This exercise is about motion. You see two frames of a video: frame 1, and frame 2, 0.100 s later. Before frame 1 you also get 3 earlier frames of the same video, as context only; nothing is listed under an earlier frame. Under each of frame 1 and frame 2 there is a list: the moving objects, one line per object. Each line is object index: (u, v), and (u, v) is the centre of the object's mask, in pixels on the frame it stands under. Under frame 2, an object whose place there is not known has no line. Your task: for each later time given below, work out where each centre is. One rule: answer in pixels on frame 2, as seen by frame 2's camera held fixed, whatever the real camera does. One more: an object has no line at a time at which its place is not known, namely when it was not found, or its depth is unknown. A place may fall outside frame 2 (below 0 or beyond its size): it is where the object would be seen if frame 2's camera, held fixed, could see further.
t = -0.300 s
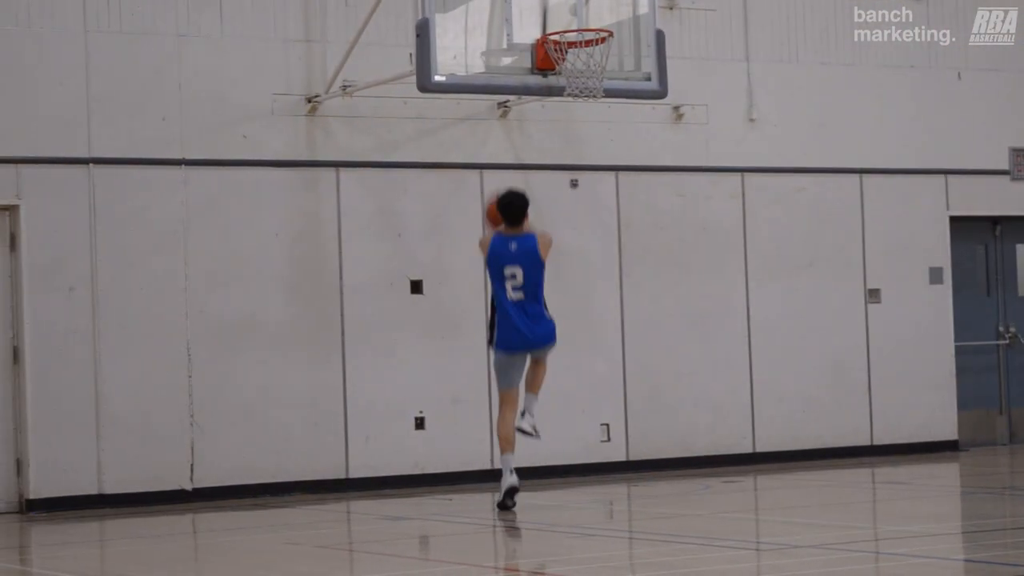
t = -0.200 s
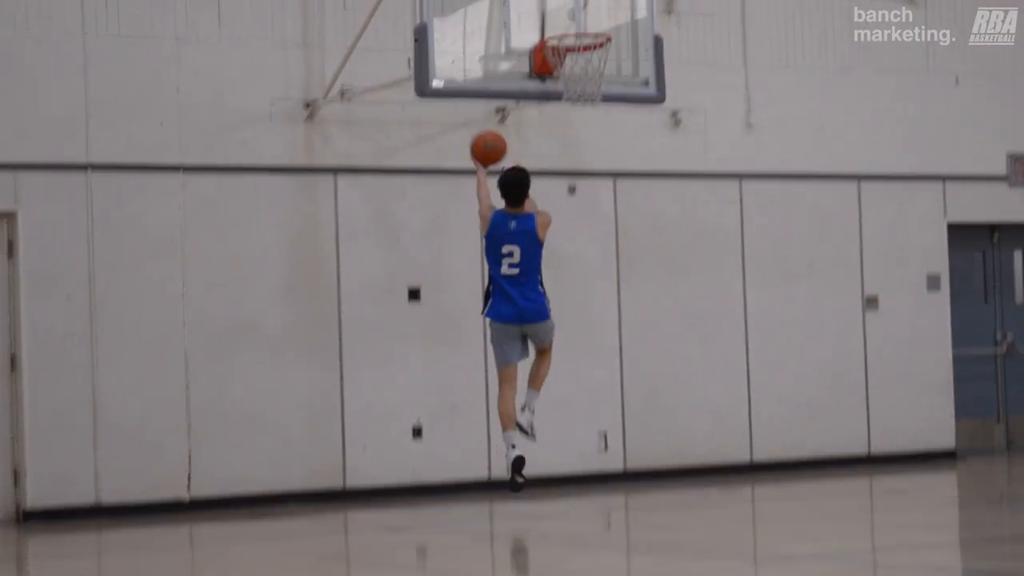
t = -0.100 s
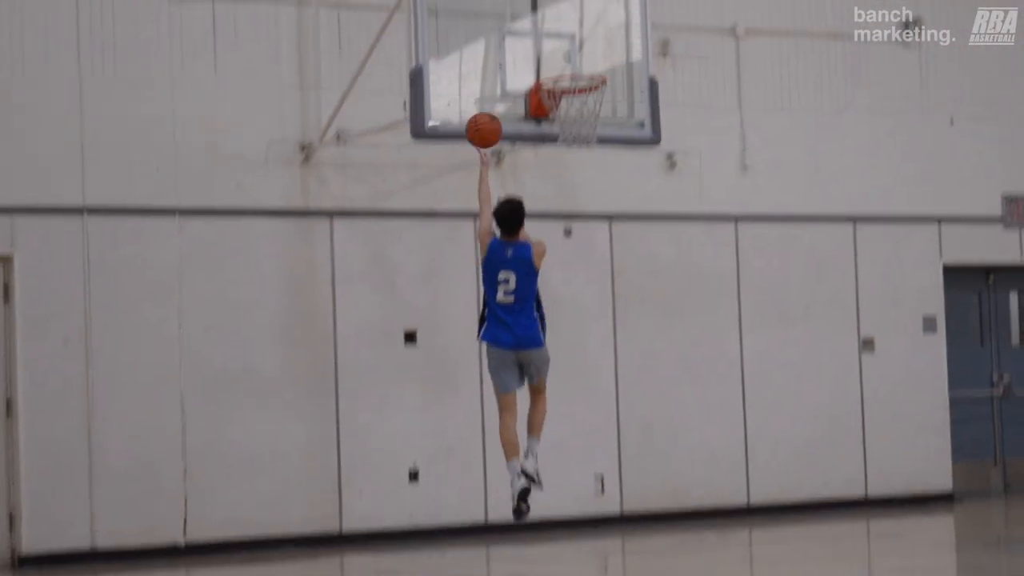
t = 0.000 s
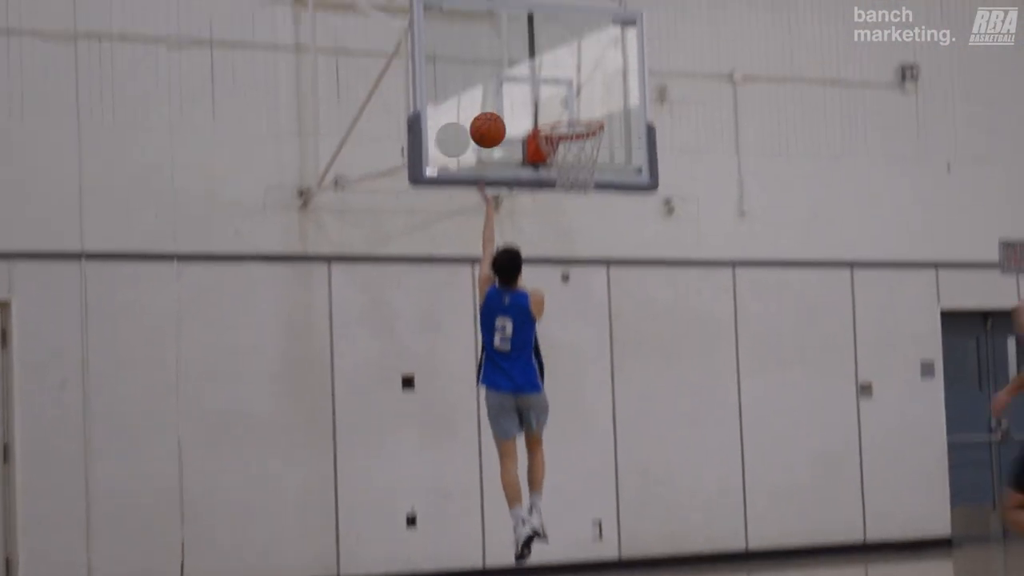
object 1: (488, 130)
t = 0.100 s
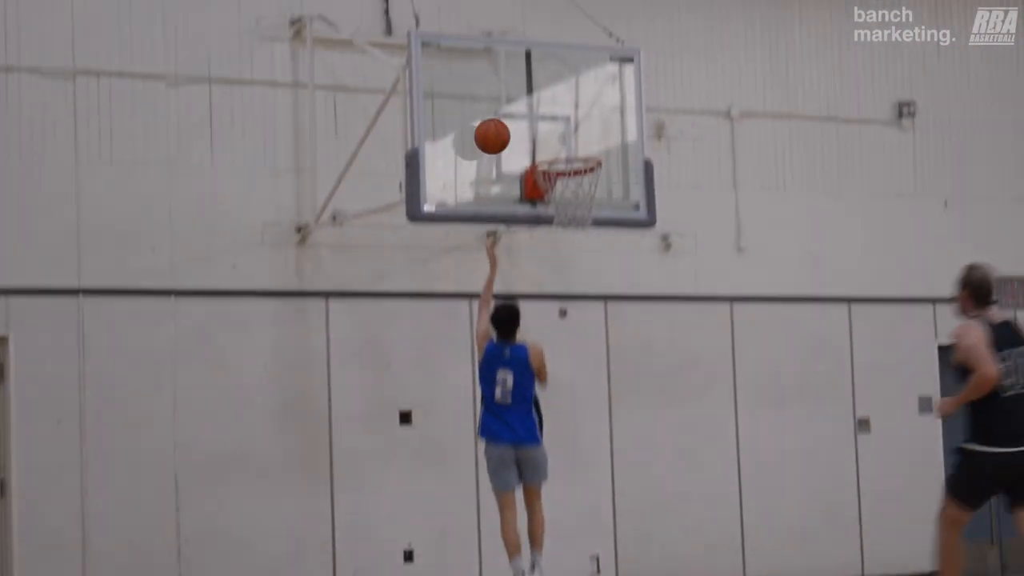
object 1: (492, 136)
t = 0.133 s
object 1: (495, 129)
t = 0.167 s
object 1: (501, 124)
